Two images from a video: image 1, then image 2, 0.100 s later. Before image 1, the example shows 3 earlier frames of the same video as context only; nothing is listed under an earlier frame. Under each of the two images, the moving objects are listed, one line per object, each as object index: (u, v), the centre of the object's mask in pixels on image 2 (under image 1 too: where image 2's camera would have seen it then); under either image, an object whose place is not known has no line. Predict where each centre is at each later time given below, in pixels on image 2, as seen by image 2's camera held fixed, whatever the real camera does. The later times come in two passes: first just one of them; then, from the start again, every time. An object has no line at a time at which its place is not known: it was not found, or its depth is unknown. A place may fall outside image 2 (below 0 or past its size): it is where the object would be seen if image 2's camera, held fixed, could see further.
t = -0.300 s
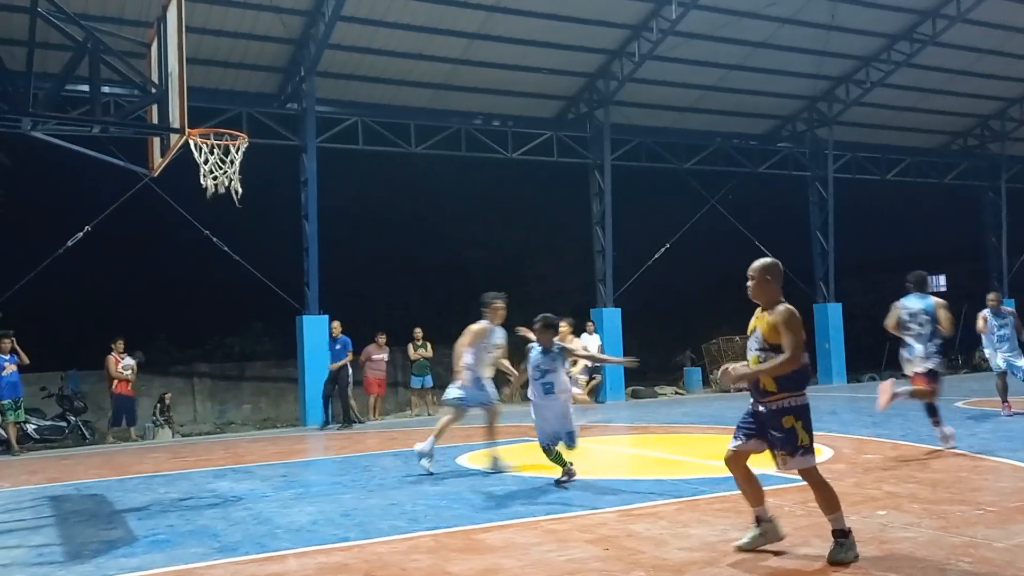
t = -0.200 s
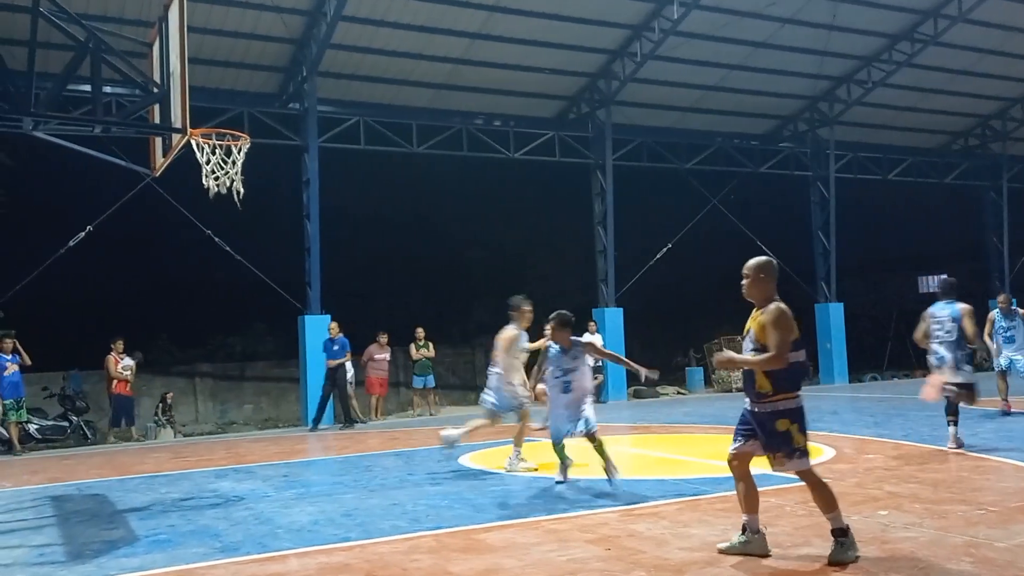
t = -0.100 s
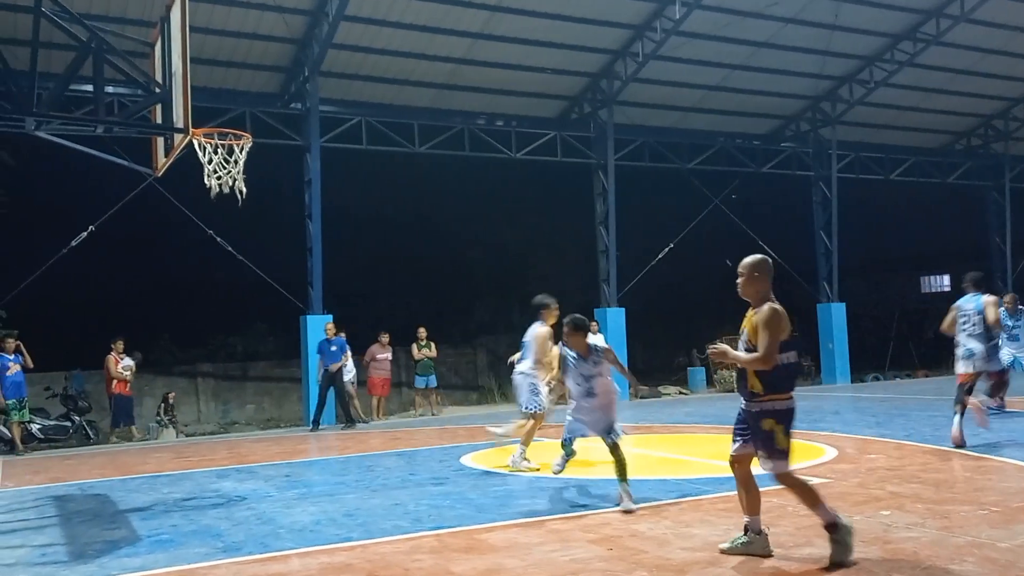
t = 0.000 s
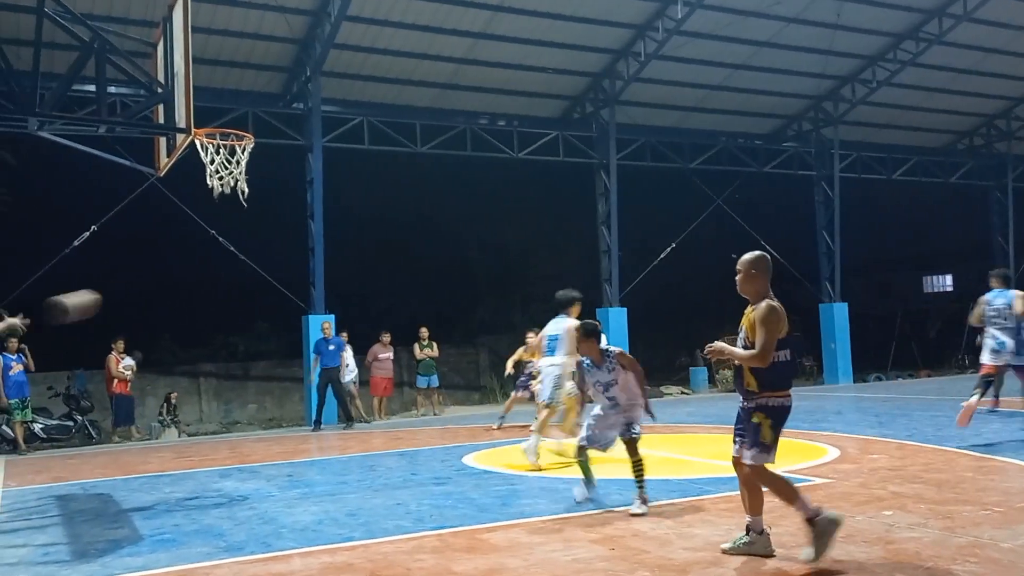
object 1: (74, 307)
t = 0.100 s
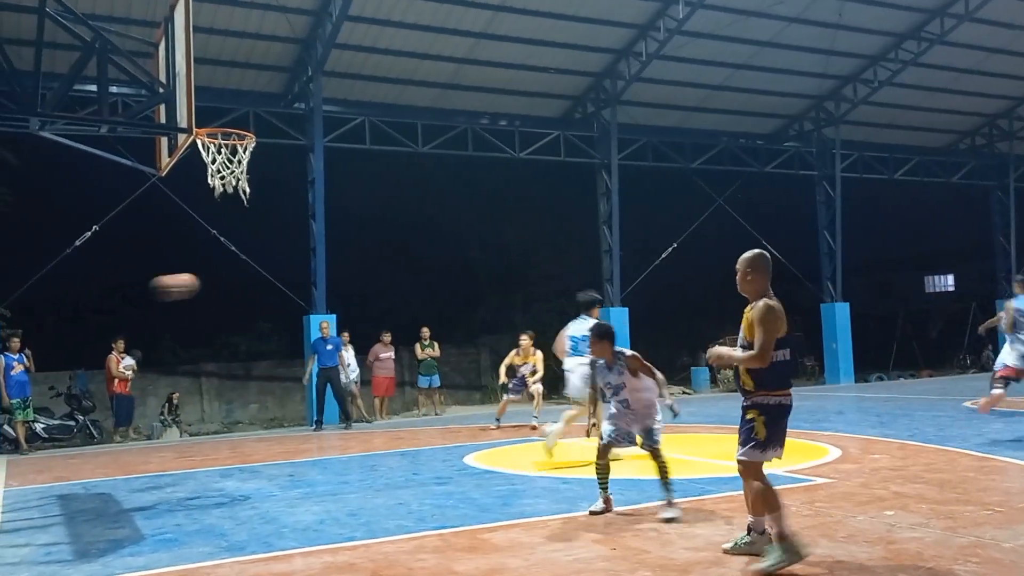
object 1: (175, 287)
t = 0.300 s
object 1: (321, 284)
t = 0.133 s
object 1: (204, 284)
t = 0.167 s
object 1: (230, 282)
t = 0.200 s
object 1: (255, 281)
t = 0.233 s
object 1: (278, 281)
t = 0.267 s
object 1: (301, 282)
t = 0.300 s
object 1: (321, 284)
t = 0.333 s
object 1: (342, 288)
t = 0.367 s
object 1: (359, 291)
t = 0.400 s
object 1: (377, 295)
